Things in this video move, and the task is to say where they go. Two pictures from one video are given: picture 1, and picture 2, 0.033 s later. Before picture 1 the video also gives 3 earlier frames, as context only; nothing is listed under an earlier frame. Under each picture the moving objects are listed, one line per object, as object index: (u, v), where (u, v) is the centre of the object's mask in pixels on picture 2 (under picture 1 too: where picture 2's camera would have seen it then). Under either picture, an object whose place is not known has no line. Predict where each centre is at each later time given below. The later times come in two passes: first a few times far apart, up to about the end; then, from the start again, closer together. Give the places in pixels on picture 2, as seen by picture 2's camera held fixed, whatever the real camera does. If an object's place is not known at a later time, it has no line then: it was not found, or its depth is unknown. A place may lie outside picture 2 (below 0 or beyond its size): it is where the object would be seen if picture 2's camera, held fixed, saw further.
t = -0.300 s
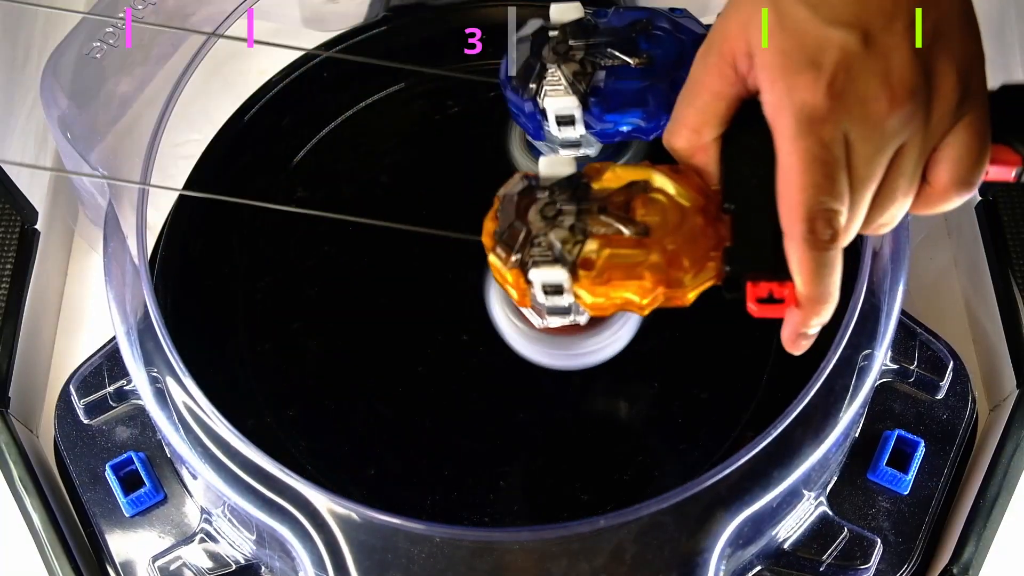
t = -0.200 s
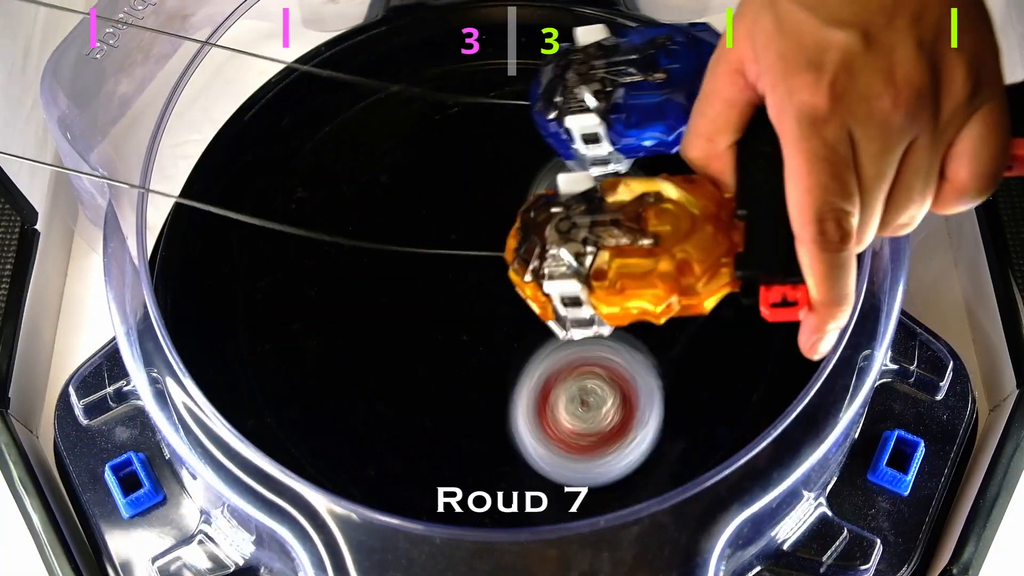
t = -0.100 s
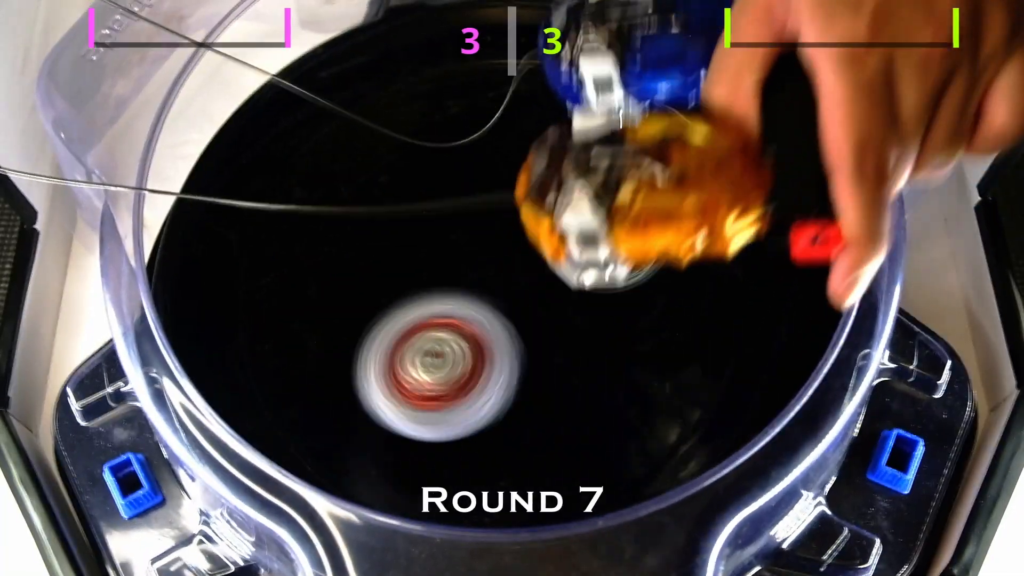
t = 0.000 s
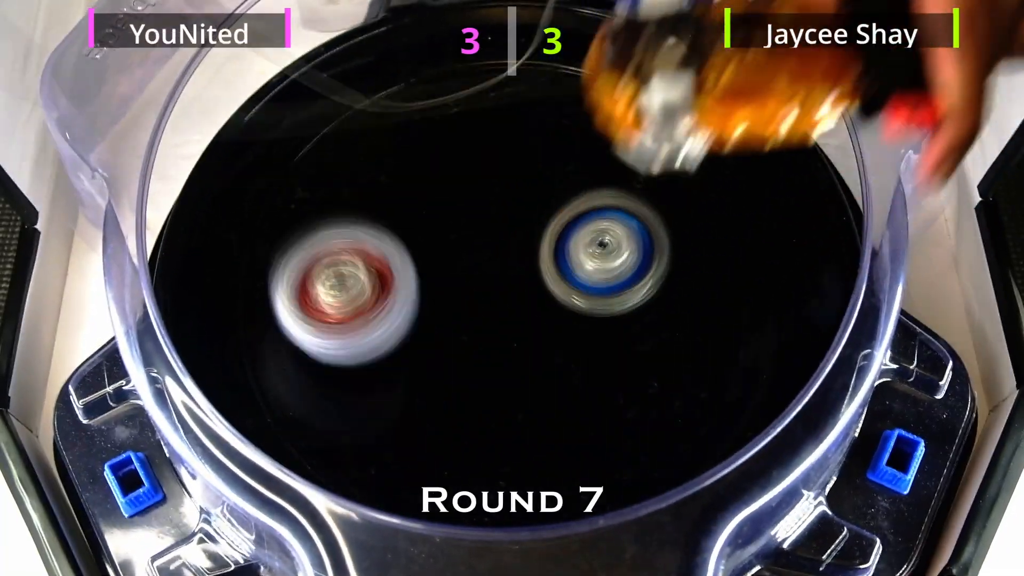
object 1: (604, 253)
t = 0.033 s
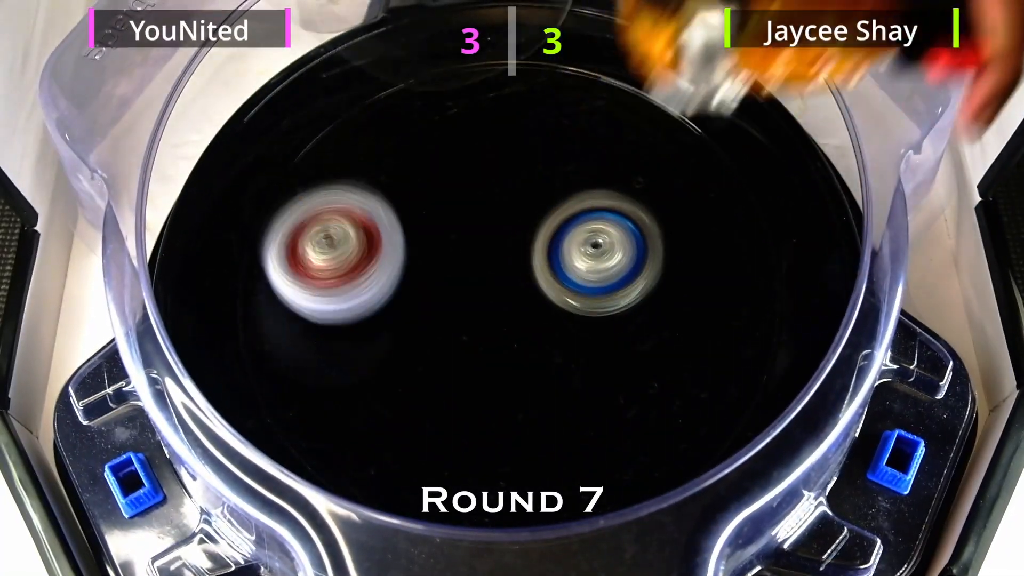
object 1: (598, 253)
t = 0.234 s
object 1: (570, 213)
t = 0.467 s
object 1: (546, 246)
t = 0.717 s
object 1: (600, 182)
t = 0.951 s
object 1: (409, 251)
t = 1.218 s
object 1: (583, 148)
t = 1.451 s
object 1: (439, 366)
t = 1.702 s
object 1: (334, 147)
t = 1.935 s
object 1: (591, 224)
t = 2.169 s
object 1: (429, 448)
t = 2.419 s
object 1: (307, 229)
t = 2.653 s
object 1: (589, 221)
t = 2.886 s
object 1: (579, 466)
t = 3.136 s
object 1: (342, 334)
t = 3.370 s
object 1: (557, 177)
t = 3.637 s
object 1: (713, 388)
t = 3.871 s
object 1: (431, 385)
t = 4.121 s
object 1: (489, 138)
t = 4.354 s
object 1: (720, 196)
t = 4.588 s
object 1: (543, 381)
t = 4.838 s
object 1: (366, 195)
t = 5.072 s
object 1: (560, 95)
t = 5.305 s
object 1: (608, 313)
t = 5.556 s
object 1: (335, 339)
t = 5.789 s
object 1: (382, 145)
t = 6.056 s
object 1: (606, 279)
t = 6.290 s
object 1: (445, 448)
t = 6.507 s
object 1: (330, 288)
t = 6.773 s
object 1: (581, 214)
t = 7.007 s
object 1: (648, 406)
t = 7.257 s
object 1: (413, 372)
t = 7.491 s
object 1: (494, 180)
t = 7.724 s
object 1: (698, 223)
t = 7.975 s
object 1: (544, 380)
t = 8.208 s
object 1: (403, 243)
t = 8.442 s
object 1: (559, 180)
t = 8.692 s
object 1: (468, 318)
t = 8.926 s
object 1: (329, 194)
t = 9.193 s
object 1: (540, 108)
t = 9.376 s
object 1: (705, 167)
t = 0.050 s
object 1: (593, 255)
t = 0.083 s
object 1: (584, 253)
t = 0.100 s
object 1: (580, 250)
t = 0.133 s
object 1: (573, 242)
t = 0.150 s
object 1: (569, 237)
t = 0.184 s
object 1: (565, 228)
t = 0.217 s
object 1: (566, 217)
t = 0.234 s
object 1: (570, 213)
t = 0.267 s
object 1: (578, 207)
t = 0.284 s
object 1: (582, 207)
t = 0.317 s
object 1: (590, 210)
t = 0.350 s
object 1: (594, 219)
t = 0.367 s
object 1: (593, 226)
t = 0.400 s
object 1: (586, 237)
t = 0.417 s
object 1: (579, 242)
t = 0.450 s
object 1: (558, 247)
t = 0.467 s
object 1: (546, 246)
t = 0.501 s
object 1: (523, 236)
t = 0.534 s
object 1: (508, 217)
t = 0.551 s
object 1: (505, 206)
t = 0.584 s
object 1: (507, 180)
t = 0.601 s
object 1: (514, 169)
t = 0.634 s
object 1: (534, 154)
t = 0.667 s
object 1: (565, 152)
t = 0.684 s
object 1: (580, 158)
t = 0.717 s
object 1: (600, 182)
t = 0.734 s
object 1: (605, 199)
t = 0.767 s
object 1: (599, 236)
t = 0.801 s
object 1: (576, 267)
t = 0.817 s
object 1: (559, 279)
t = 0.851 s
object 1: (518, 292)
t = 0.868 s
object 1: (497, 293)
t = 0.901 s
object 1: (456, 284)
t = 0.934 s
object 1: (423, 264)
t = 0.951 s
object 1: (409, 251)
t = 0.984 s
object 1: (392, 216)
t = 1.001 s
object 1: (390, 198)
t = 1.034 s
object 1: (396, 160)
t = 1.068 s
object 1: (415, 131)
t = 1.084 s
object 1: (431, 117)
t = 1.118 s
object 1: (466, 104)
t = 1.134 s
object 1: (487, 102)
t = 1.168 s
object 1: (531, 110)
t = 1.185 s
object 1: (548, 119)
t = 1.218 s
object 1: (583, 148)
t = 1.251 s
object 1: (603, 185)
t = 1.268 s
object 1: (606, 206)
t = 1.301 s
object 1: (602, 251)
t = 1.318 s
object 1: (596, 272)
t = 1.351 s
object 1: (570, 310)
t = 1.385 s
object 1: (534, 339)
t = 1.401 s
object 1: (511, 351)
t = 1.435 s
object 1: (463, 364)
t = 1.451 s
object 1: (439, 366)
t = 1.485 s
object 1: (392, 359)
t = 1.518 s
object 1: (349, 340)
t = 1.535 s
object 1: (333, 327)
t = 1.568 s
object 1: (304, 293)
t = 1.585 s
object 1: (296, 275)
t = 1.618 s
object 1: (289, 235)
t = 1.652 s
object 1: (297, 197)
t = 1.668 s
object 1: (308, 178)
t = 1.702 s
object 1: (334, 147)
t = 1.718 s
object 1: (352, 135)
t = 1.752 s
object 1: (392, 119)
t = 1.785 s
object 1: (433, 115)
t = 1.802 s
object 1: (458, 117)
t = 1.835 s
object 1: (499, 130)
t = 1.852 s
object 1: (521, 141)
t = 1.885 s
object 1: (556, 169)
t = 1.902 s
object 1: (570, 186)
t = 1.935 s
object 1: (591, 224)
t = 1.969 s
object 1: (601, 267)
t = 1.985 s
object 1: (603, 288)
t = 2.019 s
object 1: (594, 331)
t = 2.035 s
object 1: (586, 351)
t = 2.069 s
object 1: (560, 389)
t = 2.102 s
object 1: (525, 420)
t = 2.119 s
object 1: (502, 432)
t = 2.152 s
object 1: (457, 446)
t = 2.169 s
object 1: (429, 448)
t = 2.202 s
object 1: (381, 442)
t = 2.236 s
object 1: (337, 426)
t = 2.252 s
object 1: (316, 411)
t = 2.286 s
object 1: (286, 381)
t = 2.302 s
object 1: (277, 362)
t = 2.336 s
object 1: (267, 321)
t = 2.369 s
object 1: (273, 282)
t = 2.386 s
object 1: (282, 263)
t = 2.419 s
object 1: (307, 229)
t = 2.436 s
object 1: (321, 217)
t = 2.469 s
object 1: (359, 193)
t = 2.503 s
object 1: (402, 179)
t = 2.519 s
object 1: (422, 176)
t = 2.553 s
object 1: (466, 174)
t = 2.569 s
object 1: (490, 177)
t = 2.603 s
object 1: (532, 188)
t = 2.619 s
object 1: (554, 198)
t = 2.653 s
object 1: (589, 221)
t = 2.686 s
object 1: (620, 250)
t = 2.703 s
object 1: (633, 268)
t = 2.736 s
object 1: (651, 304)
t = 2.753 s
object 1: (656, 325)
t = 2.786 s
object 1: (656, 366)
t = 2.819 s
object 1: (644, 406)
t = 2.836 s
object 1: (632, 426)
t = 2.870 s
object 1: (600, 454)
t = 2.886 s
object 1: (579, 466)
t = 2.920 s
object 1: (533, 478)
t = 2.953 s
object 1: (484, 481)
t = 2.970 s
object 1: (460, 480)
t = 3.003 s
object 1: (416, 468)
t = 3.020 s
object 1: (395, 458)
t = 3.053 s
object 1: (363, 432)
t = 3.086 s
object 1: (345, 395)
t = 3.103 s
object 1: (341, 373)
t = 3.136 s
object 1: (342, 334)
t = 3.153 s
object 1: (346, 316)
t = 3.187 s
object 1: (363, 279)
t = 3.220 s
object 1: (389, 246)
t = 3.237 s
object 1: (404, 231)
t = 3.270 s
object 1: (437, 208)
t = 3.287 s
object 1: (457, 198)
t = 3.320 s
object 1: (496, 184)
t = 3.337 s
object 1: (515, 180)
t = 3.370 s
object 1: (557, 177)
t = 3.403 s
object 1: (599, 181)
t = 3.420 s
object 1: (621, 186)
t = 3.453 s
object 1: (659, 202)
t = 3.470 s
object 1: (676, 214)
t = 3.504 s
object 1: (707, 240)
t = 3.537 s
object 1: (729, 273)
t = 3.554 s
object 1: (734, 291)
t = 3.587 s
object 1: (737, 332)
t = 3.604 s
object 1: (733, 352)
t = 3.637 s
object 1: (713, 388)
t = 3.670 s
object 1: (680, 418)
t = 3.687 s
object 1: (660, 430)
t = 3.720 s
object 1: (615, 447)
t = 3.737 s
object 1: (592, 451)
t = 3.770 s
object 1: (543, 451)
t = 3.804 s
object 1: (498, 438)
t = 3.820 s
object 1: (479, 429)
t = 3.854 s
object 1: (447, 402)
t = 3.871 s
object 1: (431, 385)
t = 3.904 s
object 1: (412, 350)
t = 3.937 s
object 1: (403, 313)
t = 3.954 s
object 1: (402, 296)
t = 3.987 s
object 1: (404, 259)
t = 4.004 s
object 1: (411, 239)
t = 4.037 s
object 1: (425, 206)
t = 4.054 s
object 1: (434, 191)
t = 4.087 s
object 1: (459, 162)
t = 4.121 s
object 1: (489, 138)
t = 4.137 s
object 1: (505, 130)
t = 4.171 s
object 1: (542, 117)
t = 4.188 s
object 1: (563, 112)
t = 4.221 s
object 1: (601, 111)
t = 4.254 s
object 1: (639, 119)
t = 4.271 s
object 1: (655, 127)
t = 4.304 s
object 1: (687, 149)
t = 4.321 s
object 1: (702, 163)
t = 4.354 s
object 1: (720, 196)
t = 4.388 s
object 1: (728, 235)
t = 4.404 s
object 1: (725, 256)
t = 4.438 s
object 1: (712, 295)
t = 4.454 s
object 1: (701, 312)
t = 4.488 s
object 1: (670, 341)
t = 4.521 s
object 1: (631, 364)
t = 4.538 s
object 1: (607, 372)
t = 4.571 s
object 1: (562, 380)
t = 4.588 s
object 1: (543, 381)
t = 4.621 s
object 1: (499, 376)
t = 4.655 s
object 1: (457, 362)
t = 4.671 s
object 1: (441, 352)
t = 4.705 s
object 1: (411, 328)
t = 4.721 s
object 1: (397, 312)
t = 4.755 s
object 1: (378, 281)
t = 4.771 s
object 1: (370, 265)
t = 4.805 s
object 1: (364, 229)
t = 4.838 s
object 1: (366, 195)
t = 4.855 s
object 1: (369, 179)
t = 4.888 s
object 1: (384, 147)
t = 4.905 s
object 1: (393, 135)
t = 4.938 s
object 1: (417, 109)
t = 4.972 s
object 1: (448, 91)
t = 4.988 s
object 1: (465, 86)
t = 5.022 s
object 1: (501, 80)
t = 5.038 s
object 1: (522, 86)
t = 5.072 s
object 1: (560, 95)
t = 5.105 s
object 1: (591, 112)
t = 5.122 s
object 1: (606, 124)
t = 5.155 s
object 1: (628, 155)
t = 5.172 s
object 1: (633, 170)
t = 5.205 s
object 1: (640, 208)
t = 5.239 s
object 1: (638, 245)
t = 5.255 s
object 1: (635, 266)
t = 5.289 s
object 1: (617, 300)
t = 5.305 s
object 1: (608, 313)
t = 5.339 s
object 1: (578, 343)
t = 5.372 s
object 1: (541, 364)
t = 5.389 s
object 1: (520, 372)
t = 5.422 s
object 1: (483, 382)
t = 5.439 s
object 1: (459, 385)
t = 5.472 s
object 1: (419, 381)
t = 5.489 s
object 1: (400, 377)
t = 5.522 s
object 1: (363, 360)
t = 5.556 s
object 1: (335, 339)
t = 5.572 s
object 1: (321, 324)
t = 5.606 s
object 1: (305, 294)
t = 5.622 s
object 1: (298, 278)
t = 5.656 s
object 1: (298, 244)
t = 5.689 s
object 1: (306, 213)
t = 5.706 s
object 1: (314, 197)
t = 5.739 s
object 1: (337, 172)
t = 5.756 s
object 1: (351, 161)
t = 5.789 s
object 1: (382, 145)
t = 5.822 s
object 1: (416, 137)
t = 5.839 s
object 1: (436, 136)
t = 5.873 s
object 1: (473, 141)
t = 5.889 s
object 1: (493, 146)
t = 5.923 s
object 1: (526, 163)
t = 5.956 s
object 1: (555, 184)
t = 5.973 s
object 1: (569, 199)
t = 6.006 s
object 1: (588, 230)
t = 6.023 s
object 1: (595, 244)
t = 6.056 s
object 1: (606, 279)
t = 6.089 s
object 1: (606, 316)
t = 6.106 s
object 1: (603, 330)
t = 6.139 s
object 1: (591, 366)
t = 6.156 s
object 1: (579, 381)
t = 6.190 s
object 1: (556, 409)
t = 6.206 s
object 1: (538, 421)
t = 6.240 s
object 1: (505, 439)
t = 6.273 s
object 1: (467, 447)
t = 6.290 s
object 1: (445, 448)
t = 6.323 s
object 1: (405, 441)
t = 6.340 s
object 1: (386, 434)
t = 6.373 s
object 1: (354, 414)
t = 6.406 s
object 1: (331, 386)
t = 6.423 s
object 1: (324, 371)
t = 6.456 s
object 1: (318, 337)
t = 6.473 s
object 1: (319, 321)
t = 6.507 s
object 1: (330, 288)
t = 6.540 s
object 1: (348, 260)
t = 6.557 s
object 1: (361, 246)
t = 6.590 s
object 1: (386, 226)
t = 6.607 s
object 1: (404, 217)
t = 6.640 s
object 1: (436, 204)
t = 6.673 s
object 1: (474, 198)
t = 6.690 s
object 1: (490, 196)
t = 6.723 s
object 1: (528, 198)
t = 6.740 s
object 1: (544, 201)
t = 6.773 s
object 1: (581, 214)
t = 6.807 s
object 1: (612, 232)
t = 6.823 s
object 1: (626, 242)
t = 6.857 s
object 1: (650, 268)
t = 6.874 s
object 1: (660, 280)
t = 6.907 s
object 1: (672, 311)
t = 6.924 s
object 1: (674, 325)
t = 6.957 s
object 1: (671, 360)
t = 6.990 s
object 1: (657, 391)
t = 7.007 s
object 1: (648, 406)
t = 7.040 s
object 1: (619, 430)
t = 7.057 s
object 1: (603, 440)
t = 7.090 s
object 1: (565, 451)
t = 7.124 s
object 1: (526, 454)
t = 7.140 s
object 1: (506, 450)
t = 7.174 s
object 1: (469, 437)
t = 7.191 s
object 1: (455, 426)
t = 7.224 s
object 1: (427, 401)
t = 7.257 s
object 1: (413, 372)
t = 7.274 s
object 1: (406, 355)
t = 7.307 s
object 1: (402, 324)
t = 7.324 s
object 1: (404, 306)
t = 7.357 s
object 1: (410, 275)
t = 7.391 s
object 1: (426, 246)
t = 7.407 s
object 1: (435, 232)
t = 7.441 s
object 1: (454, 209)
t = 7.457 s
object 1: (468, 197)
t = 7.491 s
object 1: (494, 180)
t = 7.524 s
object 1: (527, 166)
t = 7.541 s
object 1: (541, 161)
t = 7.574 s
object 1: (575, 157)
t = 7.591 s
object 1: (592, 158)
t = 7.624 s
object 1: (623, 163)
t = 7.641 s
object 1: (640, 171)
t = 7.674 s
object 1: (666, 186)
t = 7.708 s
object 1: (691, 212)
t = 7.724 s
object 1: (698, 223)
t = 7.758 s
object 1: (709, 257)
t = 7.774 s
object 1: (710, 270)
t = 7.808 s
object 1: (701, 304)
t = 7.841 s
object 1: (684, 330)
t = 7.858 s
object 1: (668, 343)
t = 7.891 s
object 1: (640, 363)
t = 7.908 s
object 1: (621, 370)
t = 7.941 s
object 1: (582, 380)
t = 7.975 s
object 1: (544, 380)
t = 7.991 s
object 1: (525, 378)
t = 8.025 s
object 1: (492, 369)
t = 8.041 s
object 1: (476, 360)
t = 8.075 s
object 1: (446, 340)
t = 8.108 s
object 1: (427, 316)
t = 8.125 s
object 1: (418, 301)
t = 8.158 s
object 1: (407, 279)
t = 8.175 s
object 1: (404, 267)
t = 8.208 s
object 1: (403, 243)
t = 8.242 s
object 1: (409, 219)
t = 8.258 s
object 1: (415, 206)
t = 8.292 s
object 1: (433, 184)
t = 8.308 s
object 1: (444, 175)
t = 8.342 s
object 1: (471, 163)
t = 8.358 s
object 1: (487, 161)
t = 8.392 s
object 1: (516, 161)
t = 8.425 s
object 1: (545, 172)
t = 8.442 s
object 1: (559, 180)
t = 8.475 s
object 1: (578, 199)
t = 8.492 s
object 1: (585, 214)
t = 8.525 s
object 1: (597, 240)
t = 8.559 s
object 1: (595, 272)
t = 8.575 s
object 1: (593, 287)
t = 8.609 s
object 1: (556, 304)
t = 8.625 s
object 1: (534, 311)
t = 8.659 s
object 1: (500, 318)
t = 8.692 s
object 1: (468, 318)
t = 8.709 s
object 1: (453, 315)
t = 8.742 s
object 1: (420, 307)
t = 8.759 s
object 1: (405, 301)
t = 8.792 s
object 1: (379, 286)
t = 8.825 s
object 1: (358, 267)
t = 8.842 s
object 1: (349, 256)
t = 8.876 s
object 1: (335, 231)
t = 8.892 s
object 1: (331, 218)
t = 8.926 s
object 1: (329, 194)
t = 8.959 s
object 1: (336, 168)
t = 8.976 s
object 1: (342, 156)
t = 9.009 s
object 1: (361, 135)
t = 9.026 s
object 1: (372, 128)
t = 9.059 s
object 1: (399, 120)
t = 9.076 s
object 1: (414, 118)
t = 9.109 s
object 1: (447, 114)
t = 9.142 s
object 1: (482, 111)
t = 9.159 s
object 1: (498, 114)
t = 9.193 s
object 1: (540, 108)
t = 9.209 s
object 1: (562, 106)
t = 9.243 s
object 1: (599, 111)
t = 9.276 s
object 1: (631, 120)
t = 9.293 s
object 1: (645, 127)
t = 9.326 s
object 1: (671, 141)
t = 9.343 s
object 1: (682, 149)
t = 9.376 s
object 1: (705, 167)
